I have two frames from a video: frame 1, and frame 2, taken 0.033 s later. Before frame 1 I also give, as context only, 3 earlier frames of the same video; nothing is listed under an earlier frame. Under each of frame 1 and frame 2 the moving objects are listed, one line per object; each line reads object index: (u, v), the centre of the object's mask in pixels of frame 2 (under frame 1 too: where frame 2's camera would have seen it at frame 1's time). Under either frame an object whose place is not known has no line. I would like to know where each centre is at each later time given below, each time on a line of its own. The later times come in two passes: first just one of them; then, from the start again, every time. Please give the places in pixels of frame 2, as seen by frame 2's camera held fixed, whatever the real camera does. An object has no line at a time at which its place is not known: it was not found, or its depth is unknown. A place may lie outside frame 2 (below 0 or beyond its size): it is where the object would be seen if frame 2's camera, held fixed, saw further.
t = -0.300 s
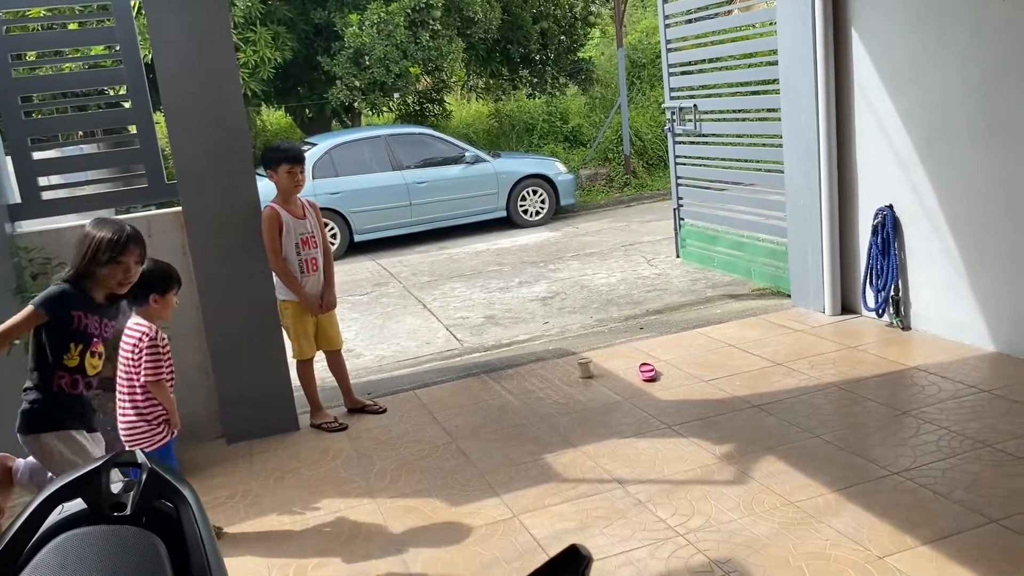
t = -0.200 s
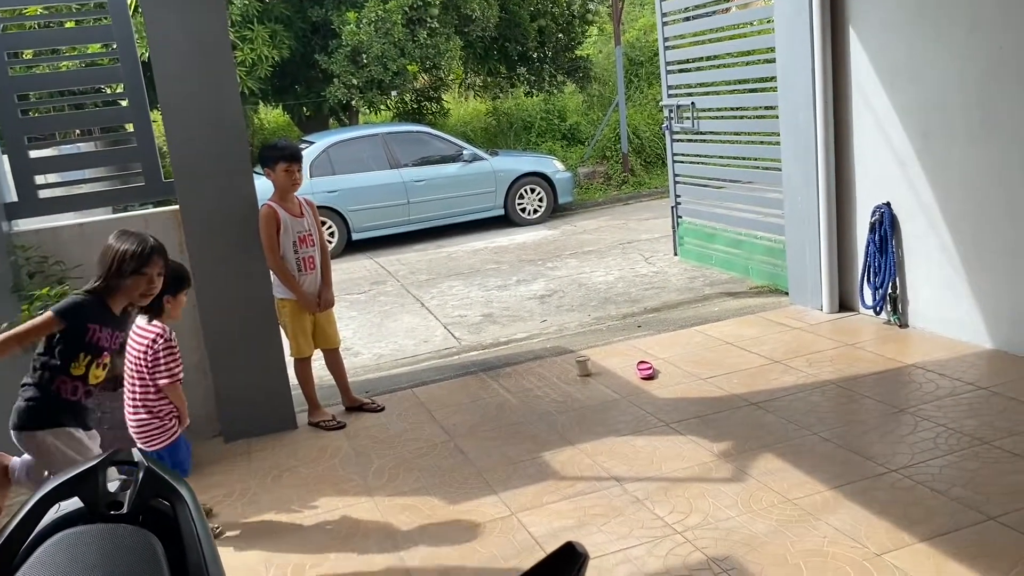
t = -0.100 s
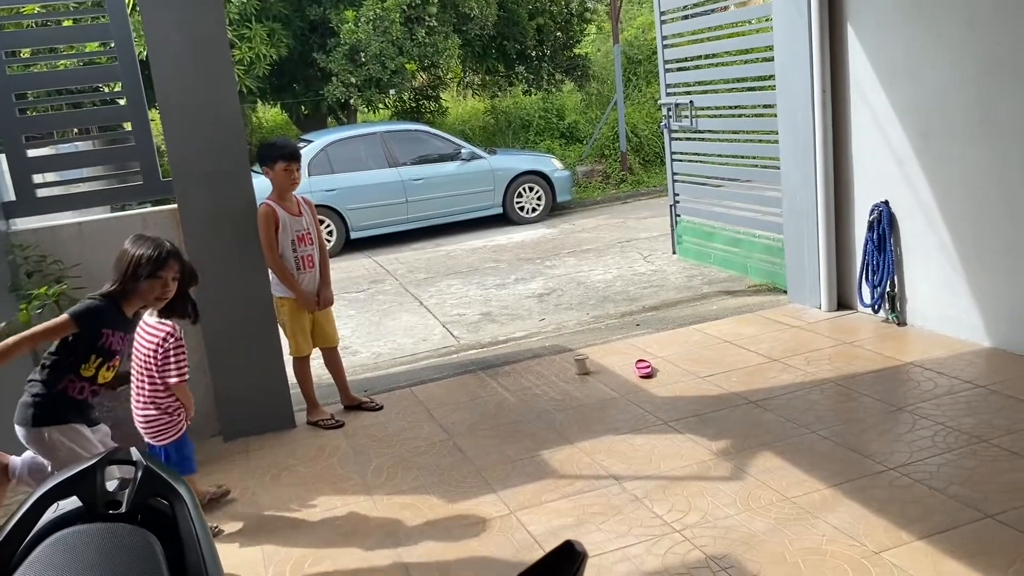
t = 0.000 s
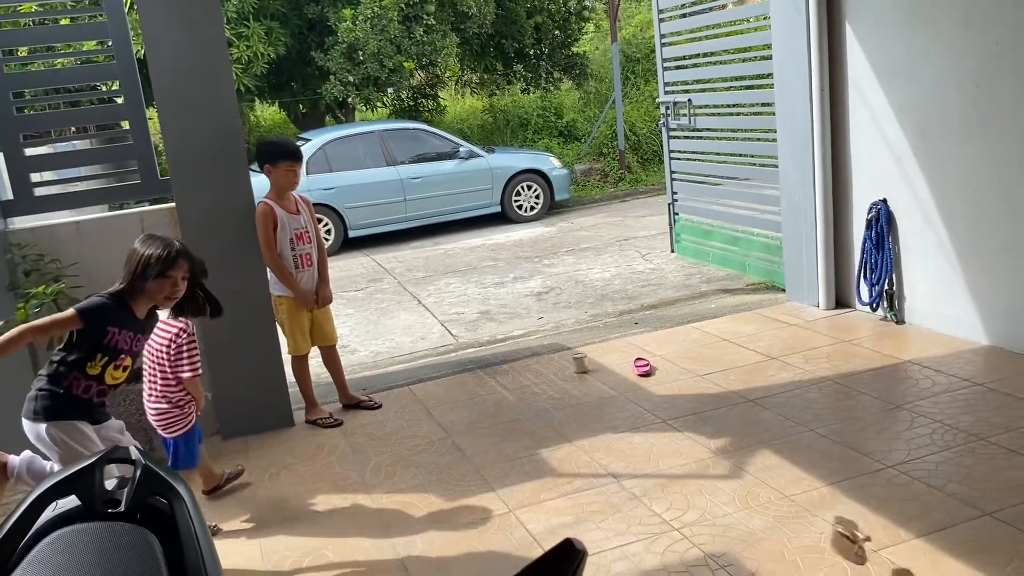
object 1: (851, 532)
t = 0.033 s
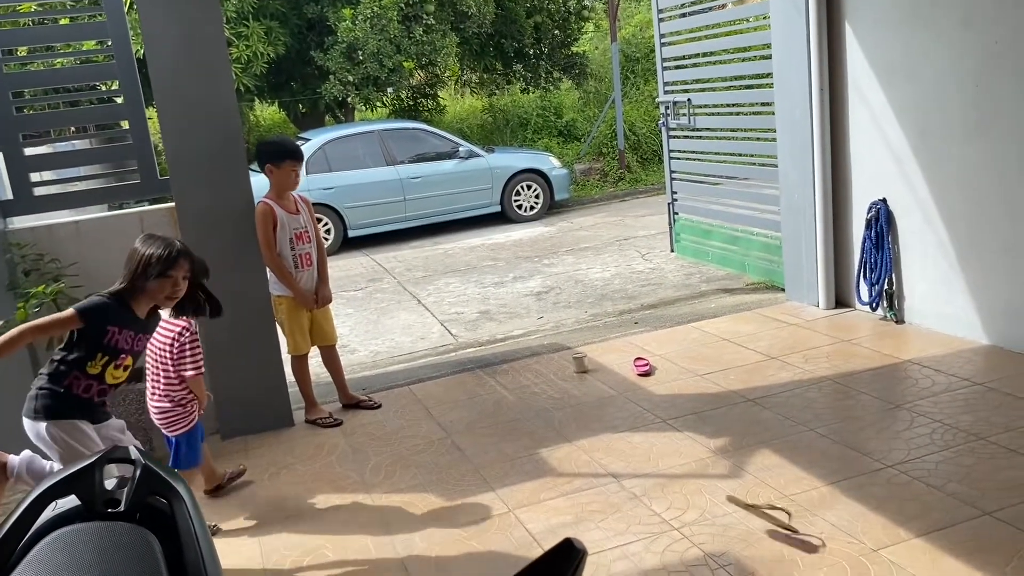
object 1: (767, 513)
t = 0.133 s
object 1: (541, 408)
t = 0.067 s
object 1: (649, 470)
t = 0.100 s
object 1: (610, 444)
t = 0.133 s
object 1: (541, 408)
